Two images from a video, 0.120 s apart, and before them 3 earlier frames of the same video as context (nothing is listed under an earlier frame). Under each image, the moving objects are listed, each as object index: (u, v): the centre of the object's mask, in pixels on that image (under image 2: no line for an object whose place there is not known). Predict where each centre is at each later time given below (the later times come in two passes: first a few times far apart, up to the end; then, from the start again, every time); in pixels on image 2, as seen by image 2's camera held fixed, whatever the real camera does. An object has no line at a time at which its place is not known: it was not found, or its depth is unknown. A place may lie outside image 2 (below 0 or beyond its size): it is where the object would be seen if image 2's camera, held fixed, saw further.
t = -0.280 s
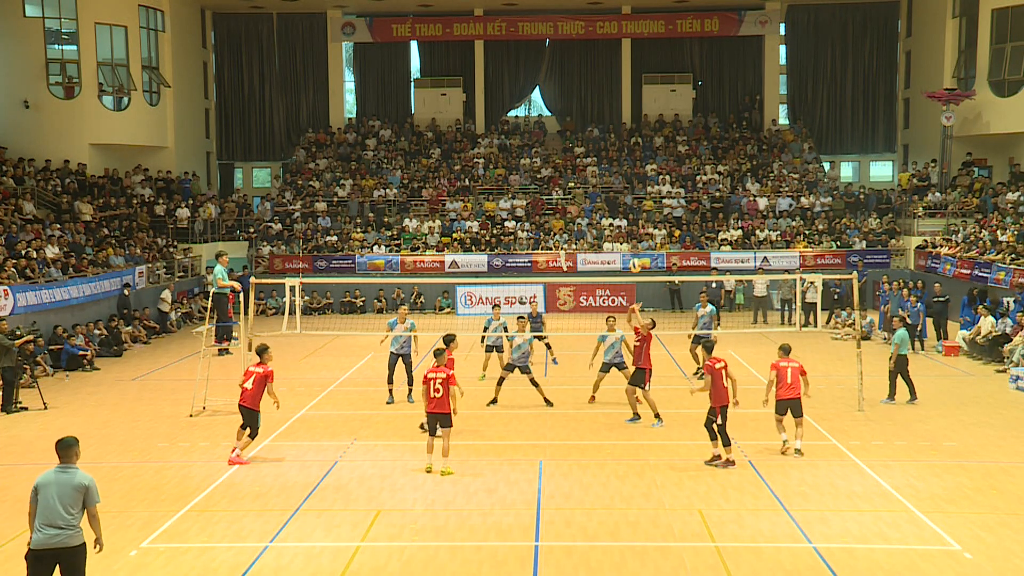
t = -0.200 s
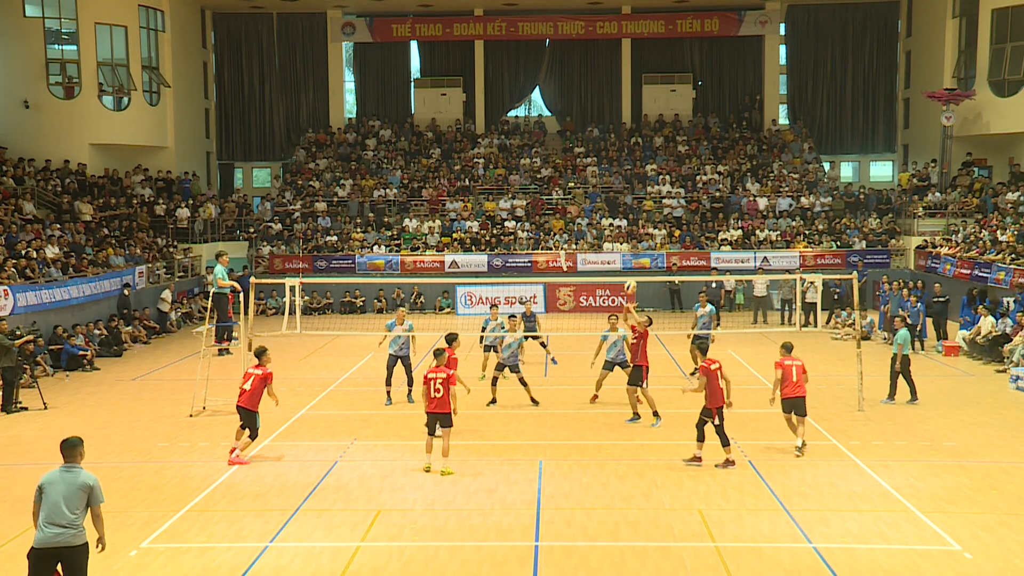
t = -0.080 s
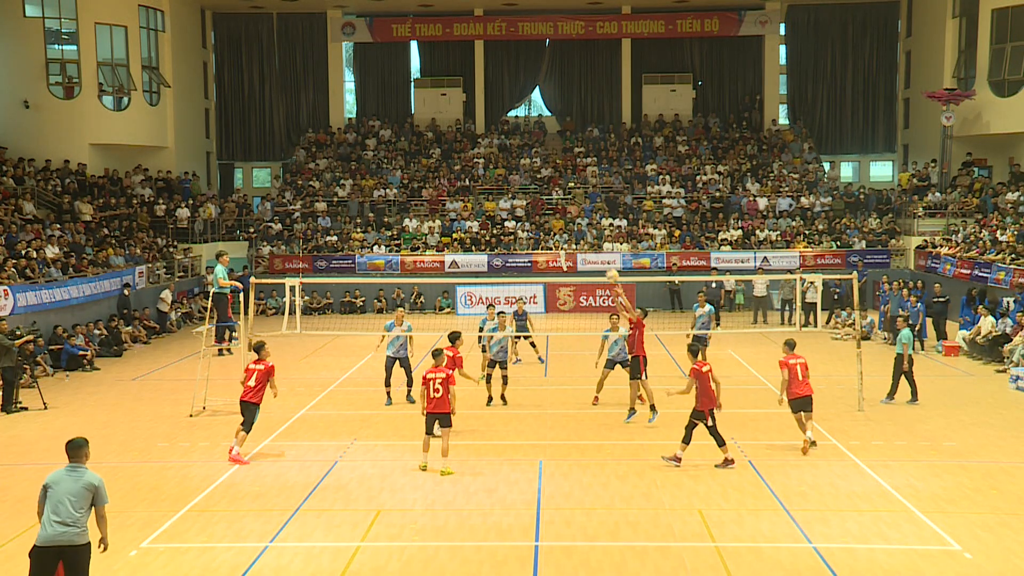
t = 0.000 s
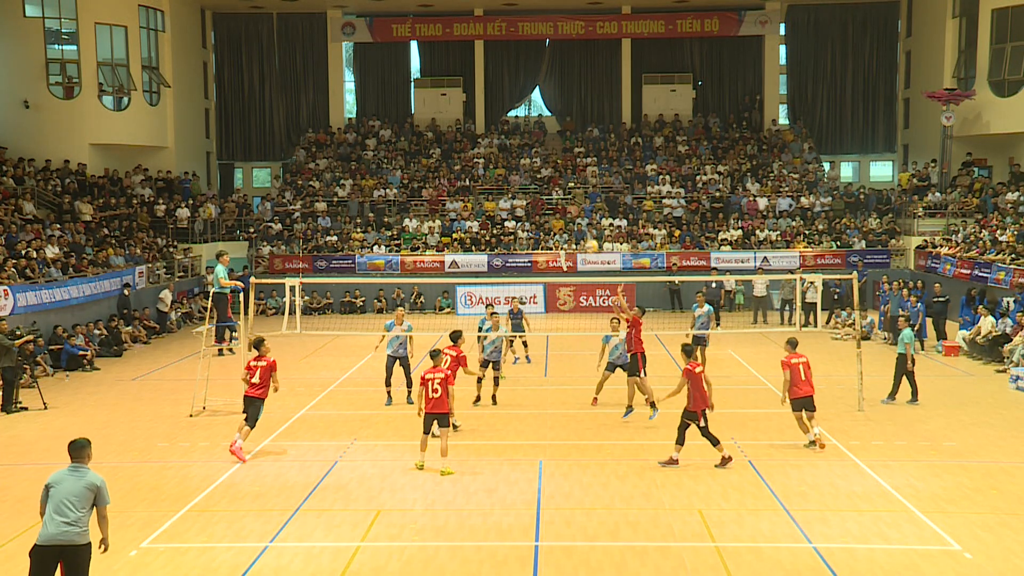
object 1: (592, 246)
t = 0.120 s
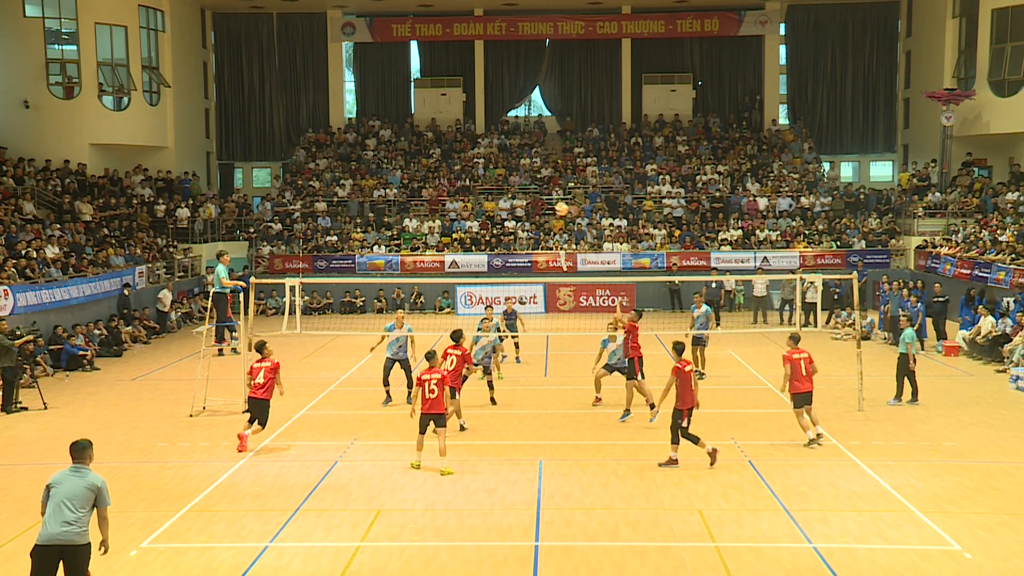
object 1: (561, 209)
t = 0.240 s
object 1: (532, 181)
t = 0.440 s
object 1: (483, 152)
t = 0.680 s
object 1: (428, 148)
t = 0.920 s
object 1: (374, 179)
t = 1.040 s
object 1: (348, 205)
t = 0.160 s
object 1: (551, 199)
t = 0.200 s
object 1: (542, 189)
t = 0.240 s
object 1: (532, 181)
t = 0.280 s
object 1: (522, 173)
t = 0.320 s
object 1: (512, 167)
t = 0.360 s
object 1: (502, 160)
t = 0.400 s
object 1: (493, 156)
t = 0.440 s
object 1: (483, 152)
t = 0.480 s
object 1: (474, 149)
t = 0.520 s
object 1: (465, 146)
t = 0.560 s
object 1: (455, 146)
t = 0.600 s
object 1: (446, 145)
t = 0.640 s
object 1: (437, 146)
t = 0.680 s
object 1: (428, 148)
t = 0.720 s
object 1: (419, 150)
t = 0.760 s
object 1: (410, 154)
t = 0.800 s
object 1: (401, 159)
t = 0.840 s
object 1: (392, 164)
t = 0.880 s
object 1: (383, 171)
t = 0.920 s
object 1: (374, 179)
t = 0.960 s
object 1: (365, 186)
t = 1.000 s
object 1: (357, 195)
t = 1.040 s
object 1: (348, 205)
